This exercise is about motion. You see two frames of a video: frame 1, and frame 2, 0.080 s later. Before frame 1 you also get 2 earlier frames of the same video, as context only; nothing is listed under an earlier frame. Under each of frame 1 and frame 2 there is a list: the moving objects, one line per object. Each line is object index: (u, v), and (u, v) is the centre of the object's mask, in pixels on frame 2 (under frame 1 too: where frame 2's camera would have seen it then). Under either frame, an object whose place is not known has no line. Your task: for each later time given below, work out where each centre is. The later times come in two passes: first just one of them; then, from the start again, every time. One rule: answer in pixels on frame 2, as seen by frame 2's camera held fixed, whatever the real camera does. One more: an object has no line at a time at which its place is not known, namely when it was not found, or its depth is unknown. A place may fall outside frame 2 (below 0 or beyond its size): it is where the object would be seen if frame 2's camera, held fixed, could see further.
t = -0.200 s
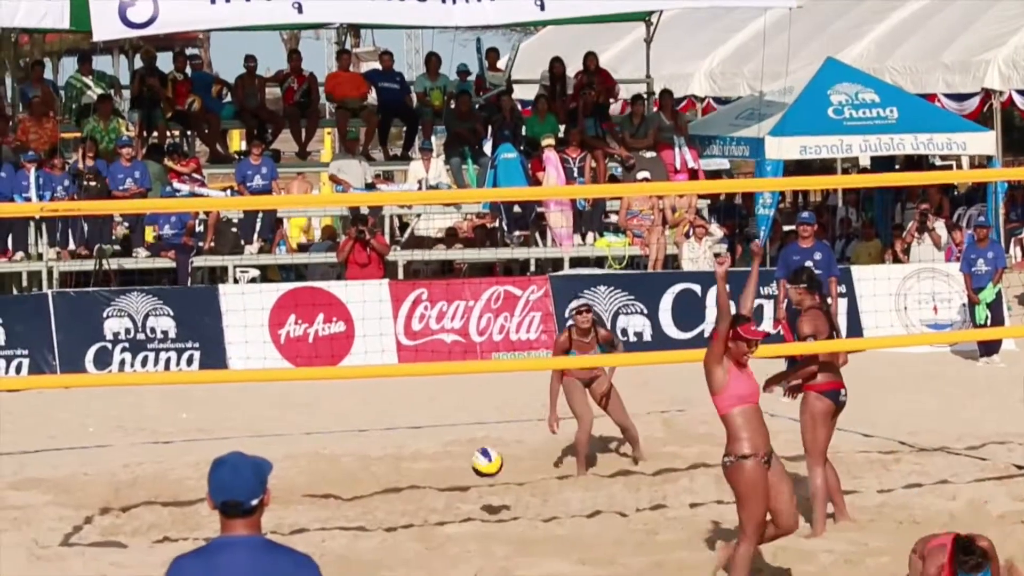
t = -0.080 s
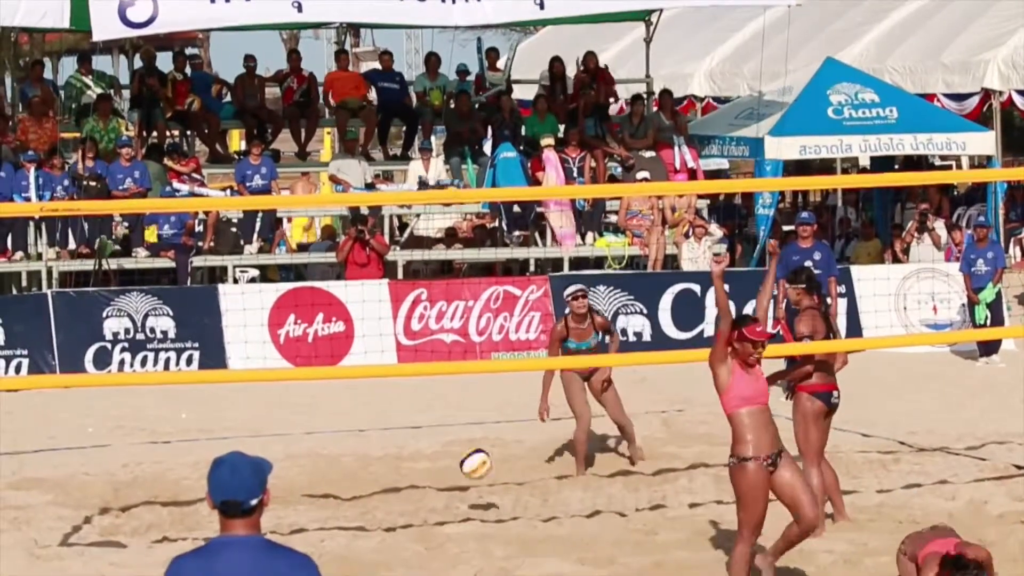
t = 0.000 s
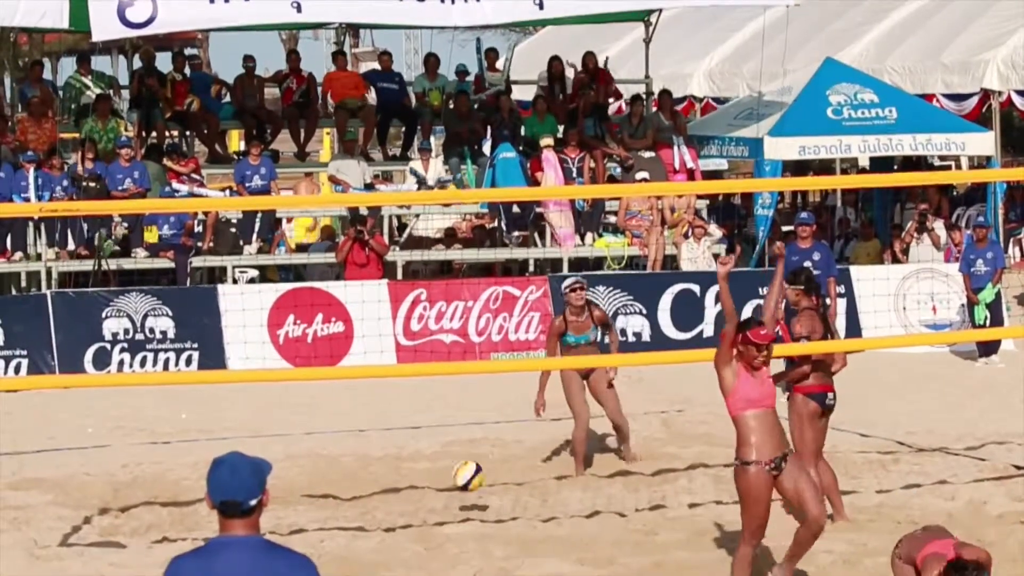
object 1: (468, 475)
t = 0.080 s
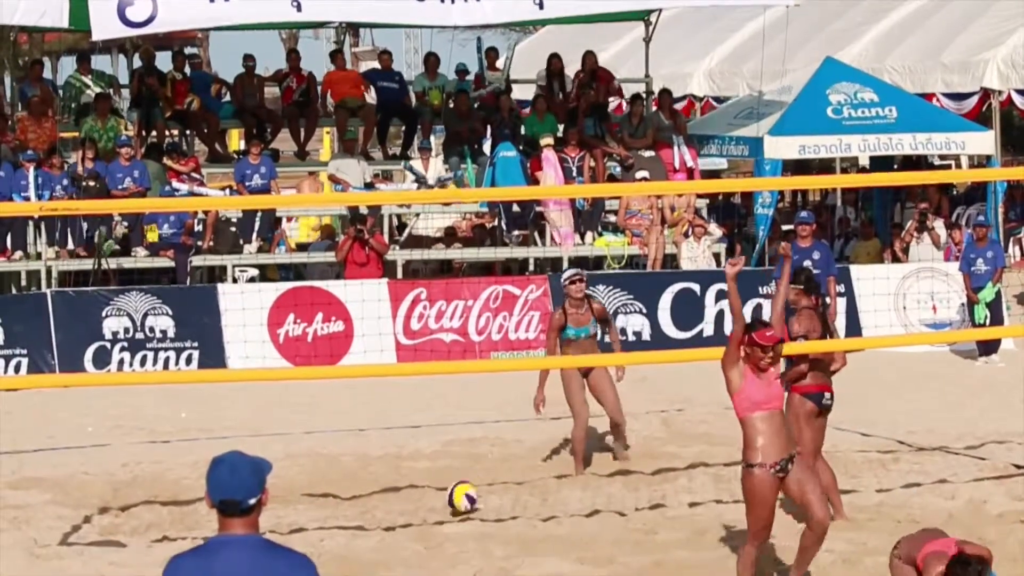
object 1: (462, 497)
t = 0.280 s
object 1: (436, 505)
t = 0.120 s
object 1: (457, 504)
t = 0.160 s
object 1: (451, 503)
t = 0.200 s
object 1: (446, 505)
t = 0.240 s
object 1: (440, 507)
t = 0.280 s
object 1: (436, 505)
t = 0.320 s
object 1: (433, 504)
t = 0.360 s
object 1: (429, 504)
